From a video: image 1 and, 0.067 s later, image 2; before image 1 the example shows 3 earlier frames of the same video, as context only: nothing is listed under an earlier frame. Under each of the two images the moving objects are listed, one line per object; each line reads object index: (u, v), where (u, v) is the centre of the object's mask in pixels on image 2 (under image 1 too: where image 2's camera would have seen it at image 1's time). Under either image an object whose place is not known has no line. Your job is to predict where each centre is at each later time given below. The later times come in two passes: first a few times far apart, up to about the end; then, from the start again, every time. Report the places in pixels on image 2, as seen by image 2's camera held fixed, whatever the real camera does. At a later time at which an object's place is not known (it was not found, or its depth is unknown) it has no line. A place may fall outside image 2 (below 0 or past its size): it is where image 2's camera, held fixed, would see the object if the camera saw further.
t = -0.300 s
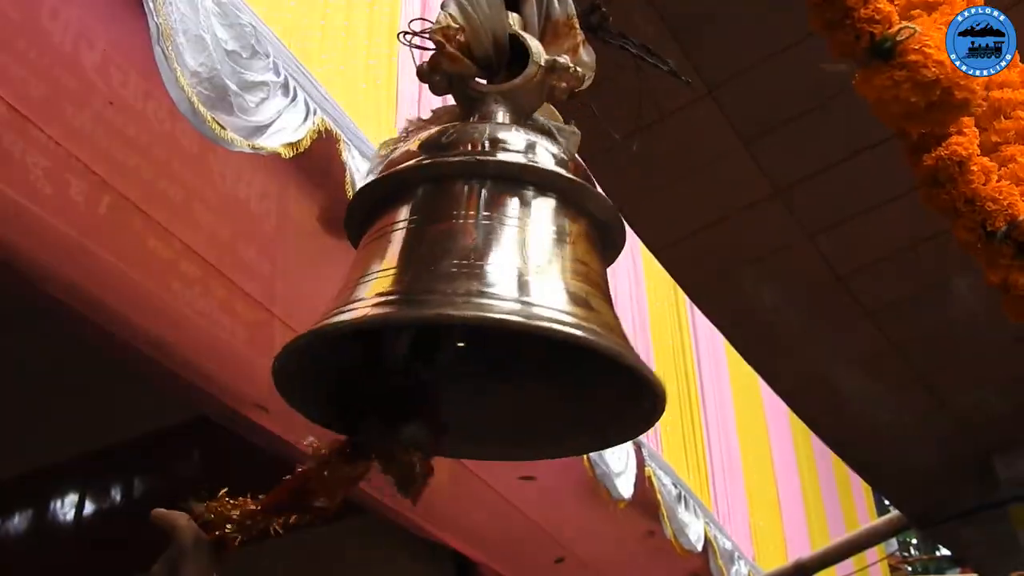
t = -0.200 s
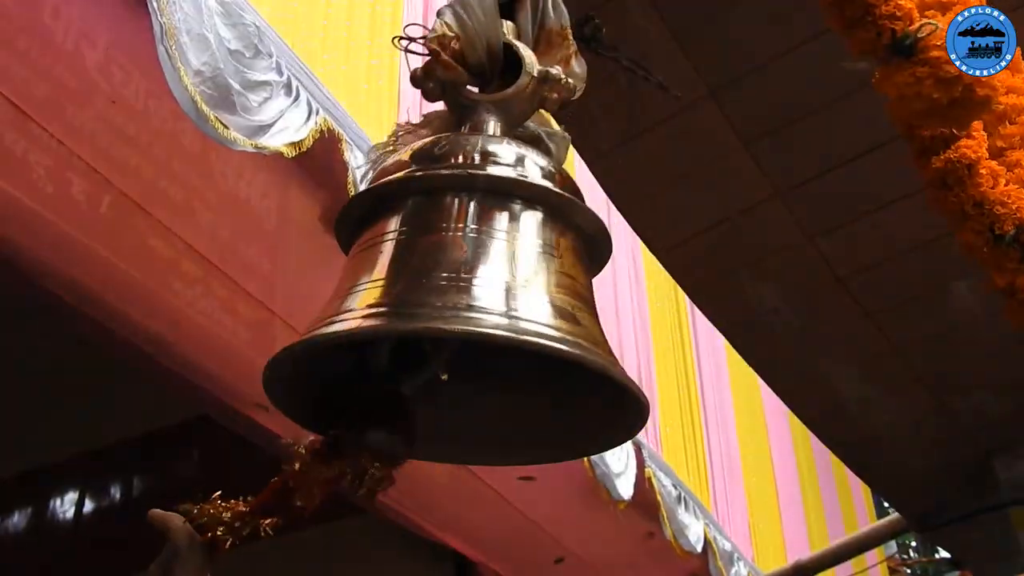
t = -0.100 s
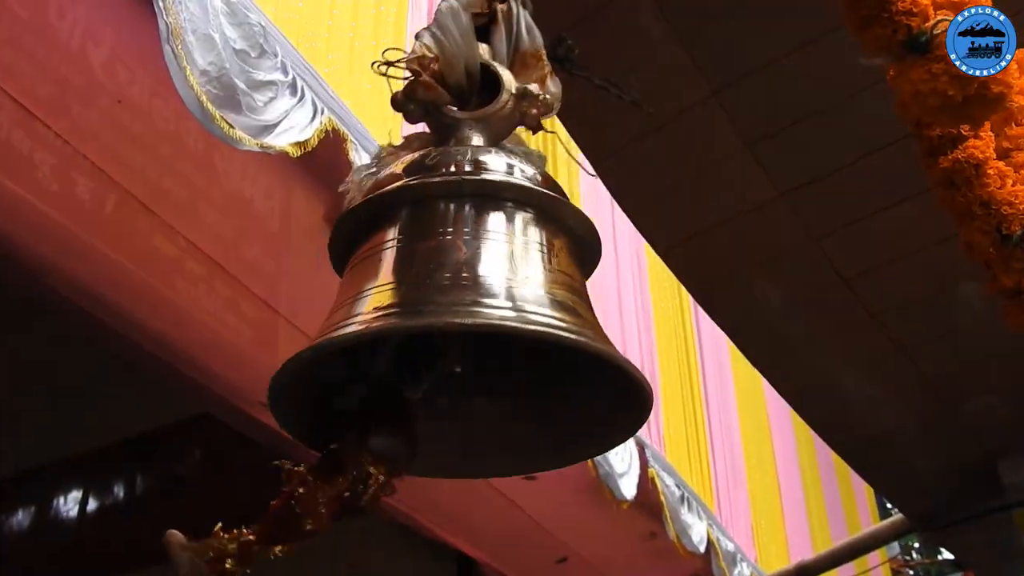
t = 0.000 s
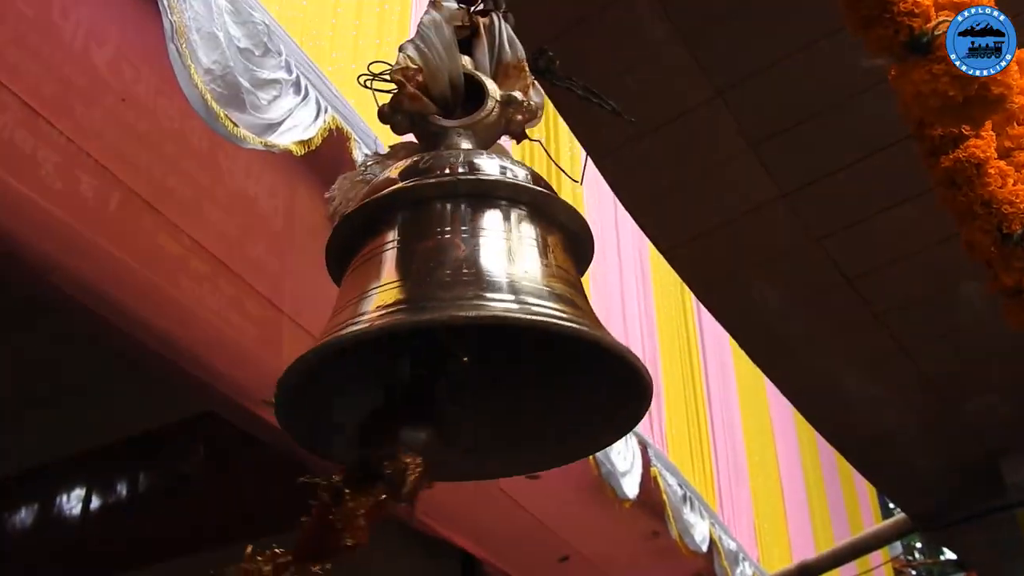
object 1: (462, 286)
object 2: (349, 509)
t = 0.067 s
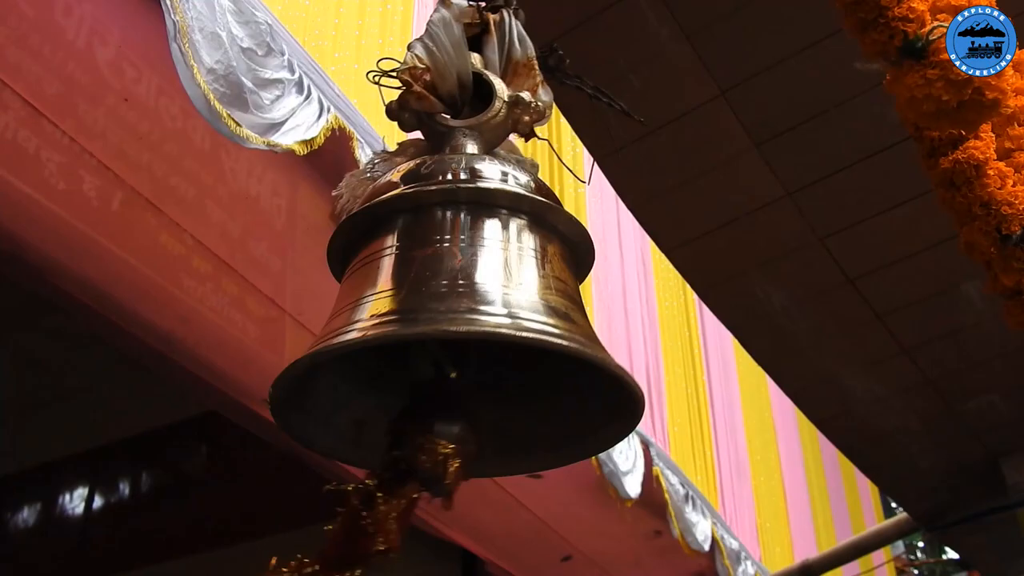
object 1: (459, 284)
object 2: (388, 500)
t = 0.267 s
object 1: (489, 275)
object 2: (445, 500)
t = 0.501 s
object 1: (588, 258)
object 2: (495, 482)
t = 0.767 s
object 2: (661, 436)
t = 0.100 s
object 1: (459, 282)
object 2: (403, 499)
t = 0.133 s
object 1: (461, 279)
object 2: (416, 498)
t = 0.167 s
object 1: (465, 277)
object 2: (427, 499)
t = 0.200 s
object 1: (471, 277)
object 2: (437, 498)
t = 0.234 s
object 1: (479, 272)
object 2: (444, 500)
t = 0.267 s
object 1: (489, 275)
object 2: (445, 500)
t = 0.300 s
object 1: (501, 274)
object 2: (445, 502)
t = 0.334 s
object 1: (514, 272)
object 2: (440, 502)
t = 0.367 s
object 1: (528, 269)
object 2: (442, 500)
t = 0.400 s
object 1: (544, 267)
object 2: (450, 497)
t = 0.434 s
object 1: (559, 263)
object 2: (463, 491)
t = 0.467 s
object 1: (574, 261)
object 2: (478, 487)
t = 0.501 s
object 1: (588, 258)
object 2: (495, 482)
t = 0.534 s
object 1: (602, 253)
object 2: (514, 476)
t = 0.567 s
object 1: (615, 247)
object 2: (533, 471)
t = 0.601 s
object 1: (628, 242)
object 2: (562, 462)
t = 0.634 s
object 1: (642, 238)
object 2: (585, 460)
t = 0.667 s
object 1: (655, 235)
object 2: (610, 451)
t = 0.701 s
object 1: (666, 228)
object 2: (631, 443)
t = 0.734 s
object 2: (648, 440)
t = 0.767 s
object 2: (661, 436)
